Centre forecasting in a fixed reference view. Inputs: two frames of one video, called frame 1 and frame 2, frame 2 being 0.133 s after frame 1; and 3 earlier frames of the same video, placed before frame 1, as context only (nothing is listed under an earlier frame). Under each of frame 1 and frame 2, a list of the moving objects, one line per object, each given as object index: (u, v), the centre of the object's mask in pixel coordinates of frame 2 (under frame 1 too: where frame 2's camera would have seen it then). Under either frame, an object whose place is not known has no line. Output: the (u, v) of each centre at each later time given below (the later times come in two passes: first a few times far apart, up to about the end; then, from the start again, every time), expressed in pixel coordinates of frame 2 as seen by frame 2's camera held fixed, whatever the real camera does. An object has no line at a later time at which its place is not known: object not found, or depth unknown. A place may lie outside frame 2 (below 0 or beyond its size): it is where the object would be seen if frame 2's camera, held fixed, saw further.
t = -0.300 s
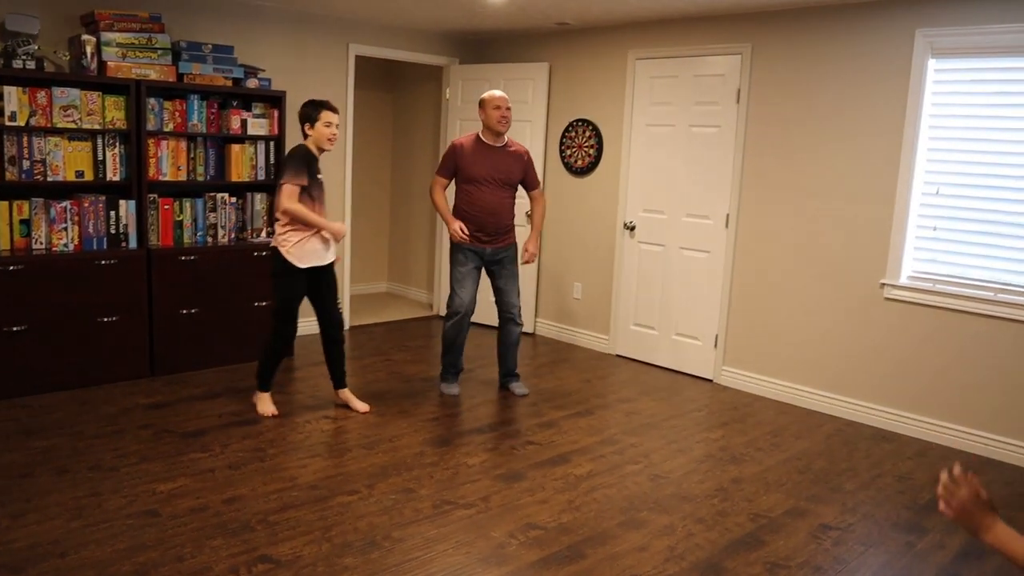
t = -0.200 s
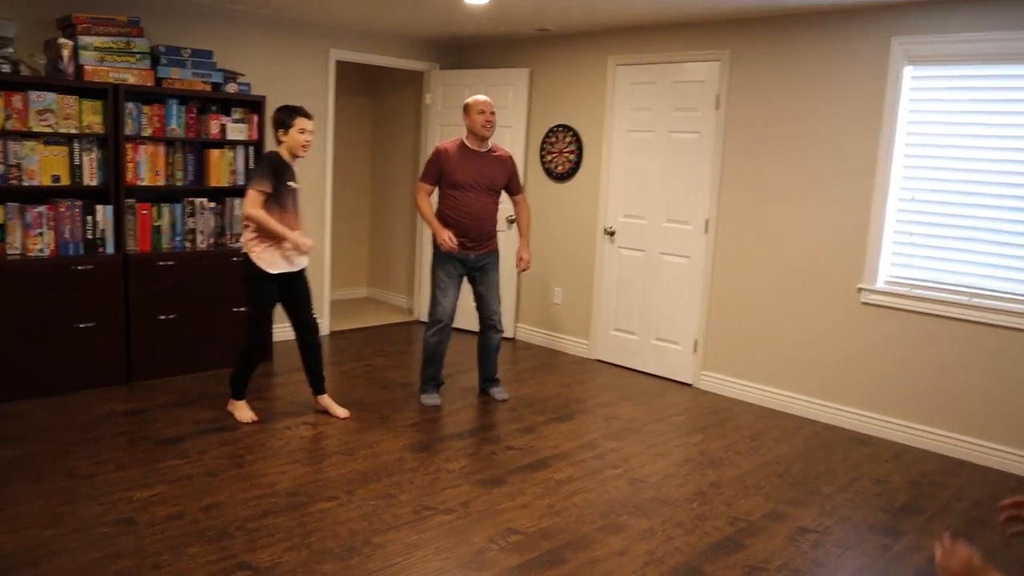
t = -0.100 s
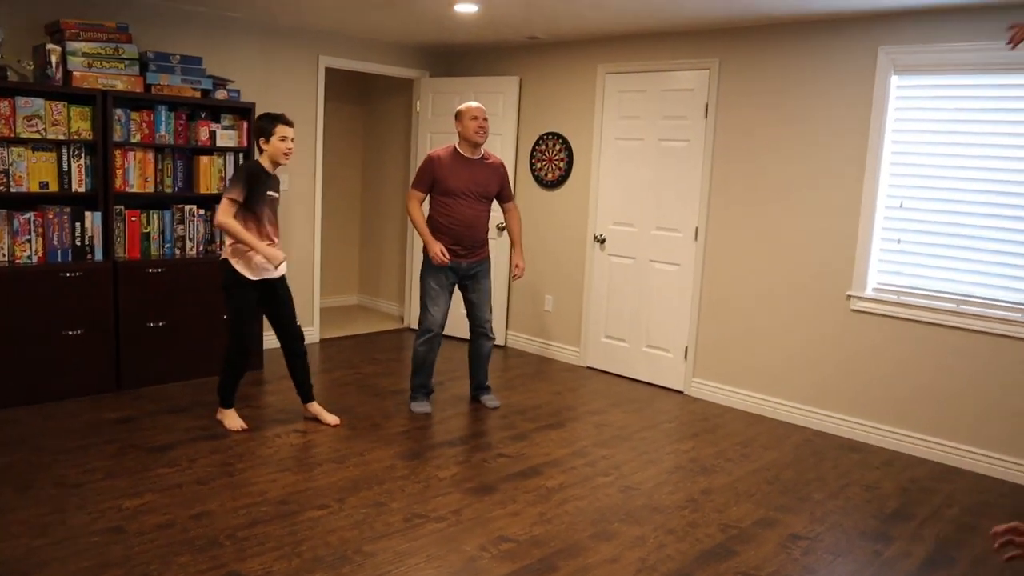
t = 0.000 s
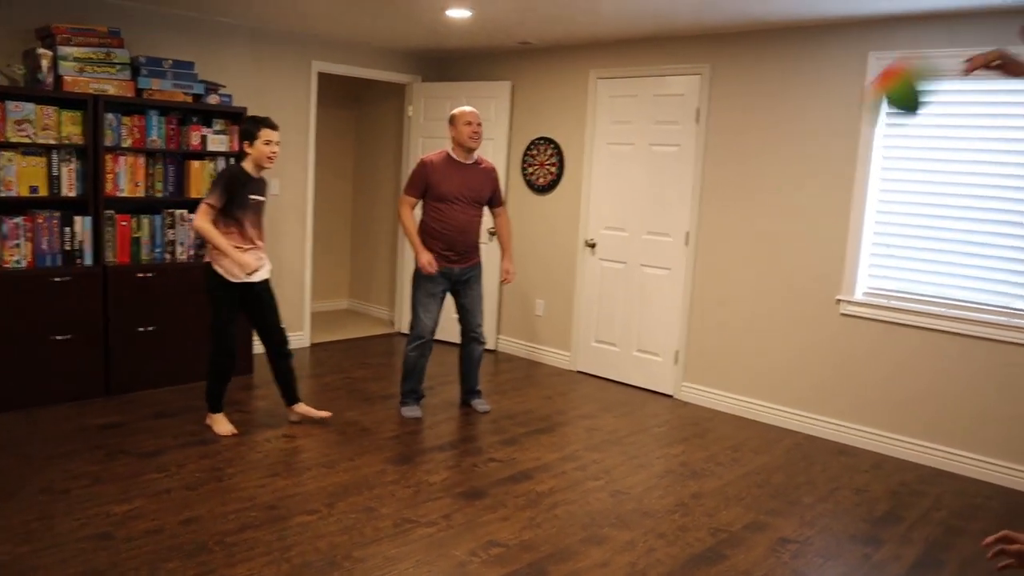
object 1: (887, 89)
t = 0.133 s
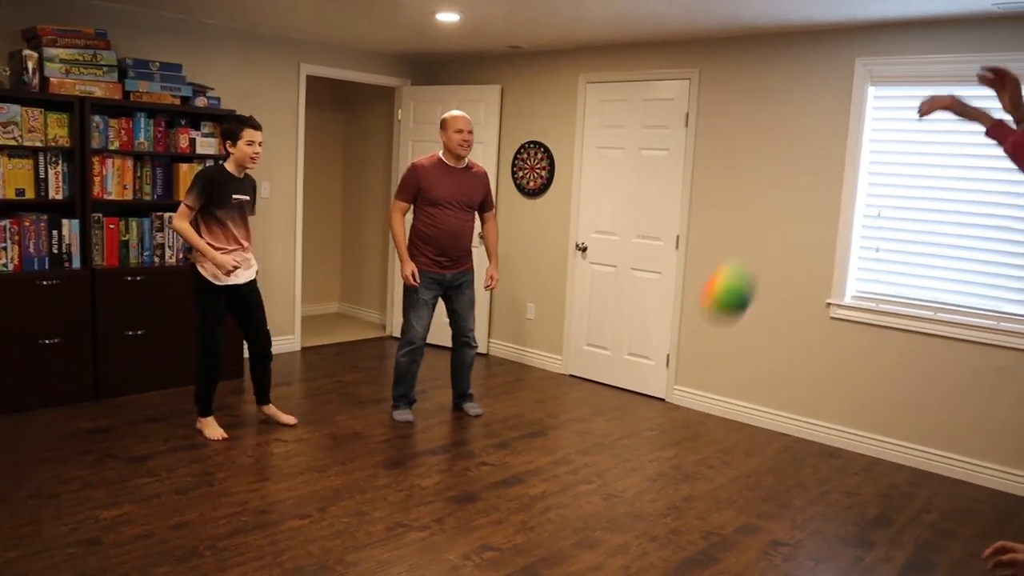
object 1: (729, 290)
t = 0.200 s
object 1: (664, 386)
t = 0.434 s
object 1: (566, 386)
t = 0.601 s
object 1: (552, 241)
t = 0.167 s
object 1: (695, 337)
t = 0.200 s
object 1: (664, 386)
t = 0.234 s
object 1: (634, 432)
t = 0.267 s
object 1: (606, 476)
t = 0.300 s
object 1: (579, 524)
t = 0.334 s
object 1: (572, 502)
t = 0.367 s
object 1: (571, 461)
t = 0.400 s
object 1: (569, 422)
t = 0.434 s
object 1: (566, 386)
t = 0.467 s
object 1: (563, 350)
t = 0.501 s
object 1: (560, 318)
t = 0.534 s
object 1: (557, 290)
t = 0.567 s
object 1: (554, 264)
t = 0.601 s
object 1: (552, 241)
